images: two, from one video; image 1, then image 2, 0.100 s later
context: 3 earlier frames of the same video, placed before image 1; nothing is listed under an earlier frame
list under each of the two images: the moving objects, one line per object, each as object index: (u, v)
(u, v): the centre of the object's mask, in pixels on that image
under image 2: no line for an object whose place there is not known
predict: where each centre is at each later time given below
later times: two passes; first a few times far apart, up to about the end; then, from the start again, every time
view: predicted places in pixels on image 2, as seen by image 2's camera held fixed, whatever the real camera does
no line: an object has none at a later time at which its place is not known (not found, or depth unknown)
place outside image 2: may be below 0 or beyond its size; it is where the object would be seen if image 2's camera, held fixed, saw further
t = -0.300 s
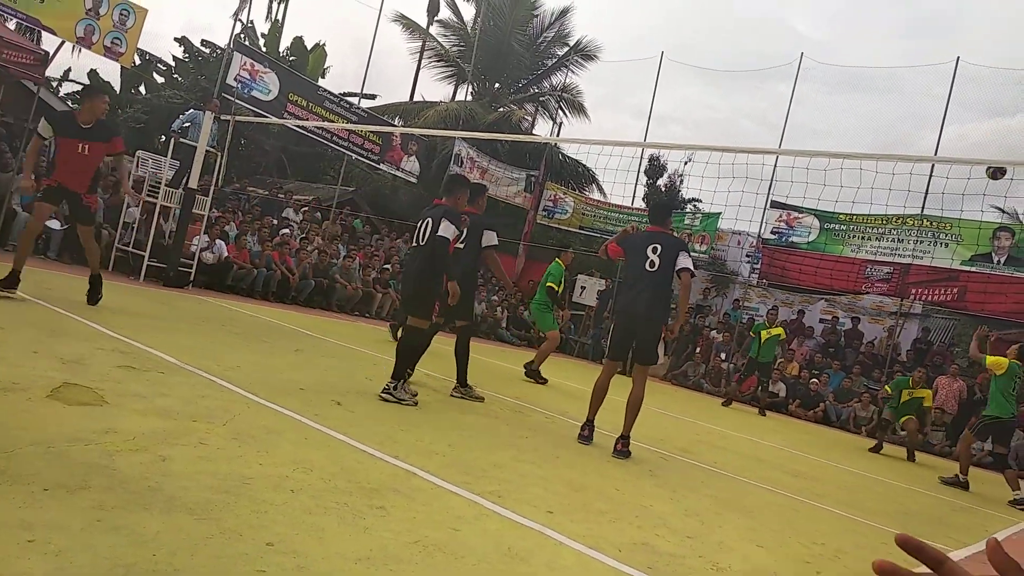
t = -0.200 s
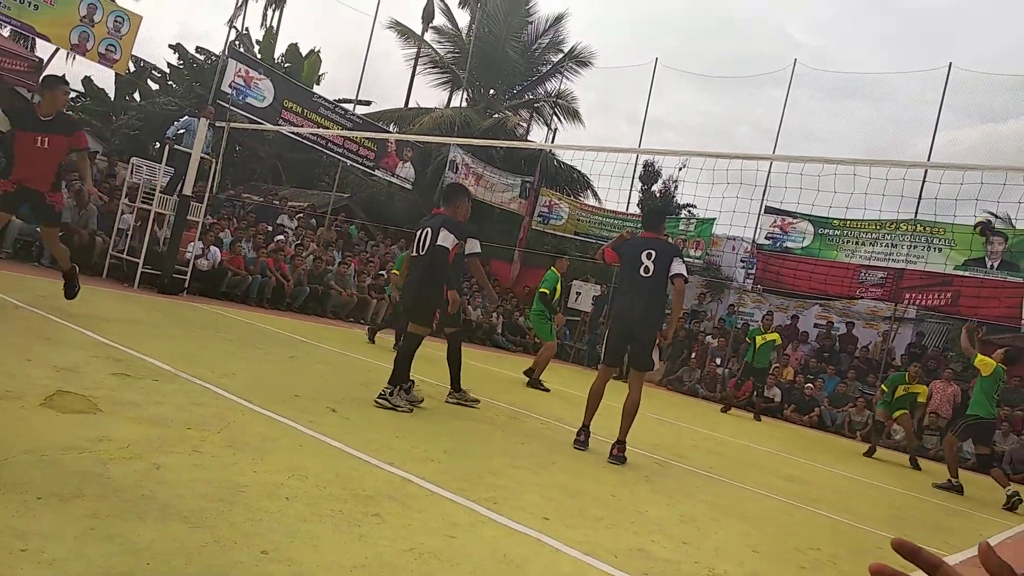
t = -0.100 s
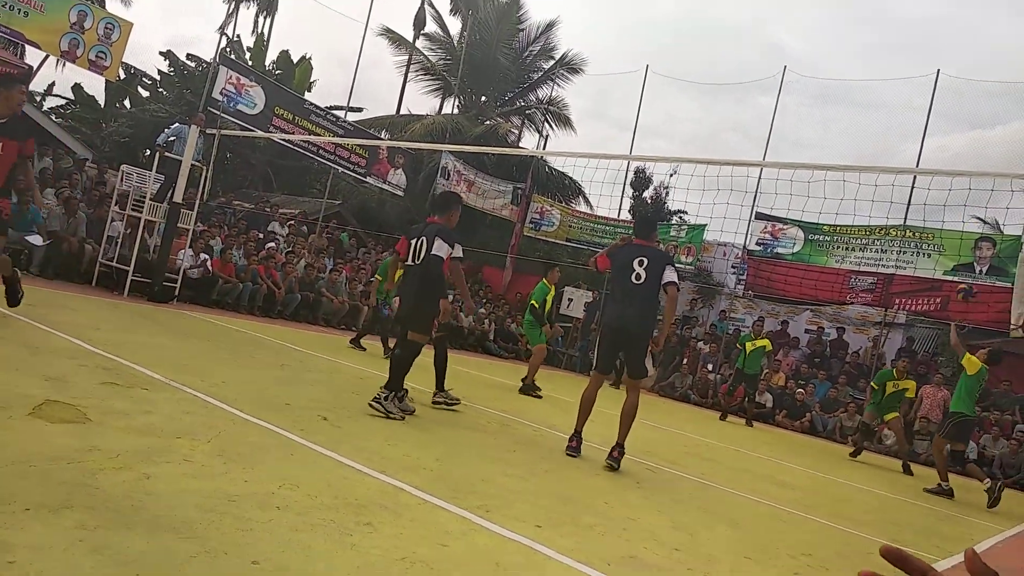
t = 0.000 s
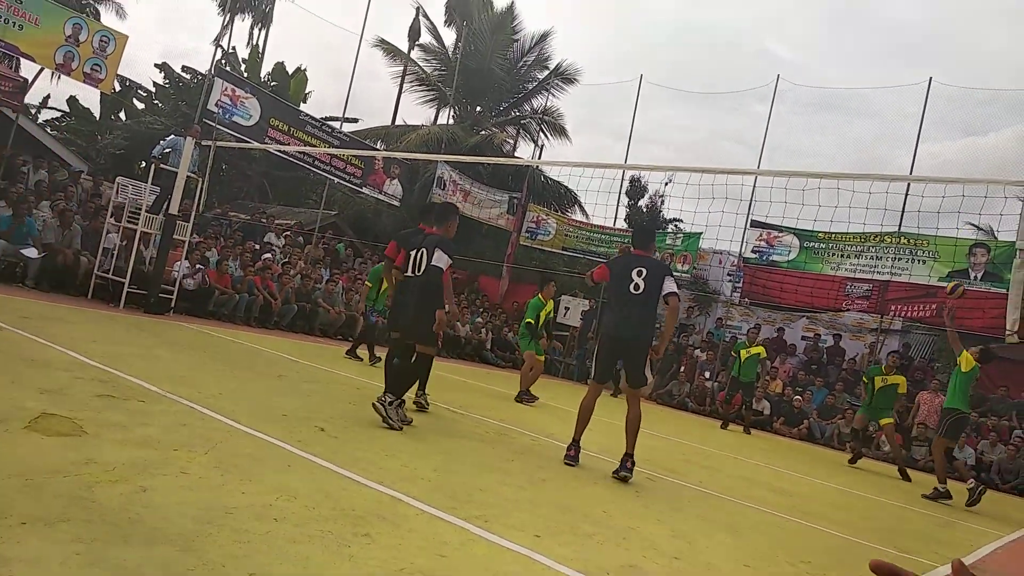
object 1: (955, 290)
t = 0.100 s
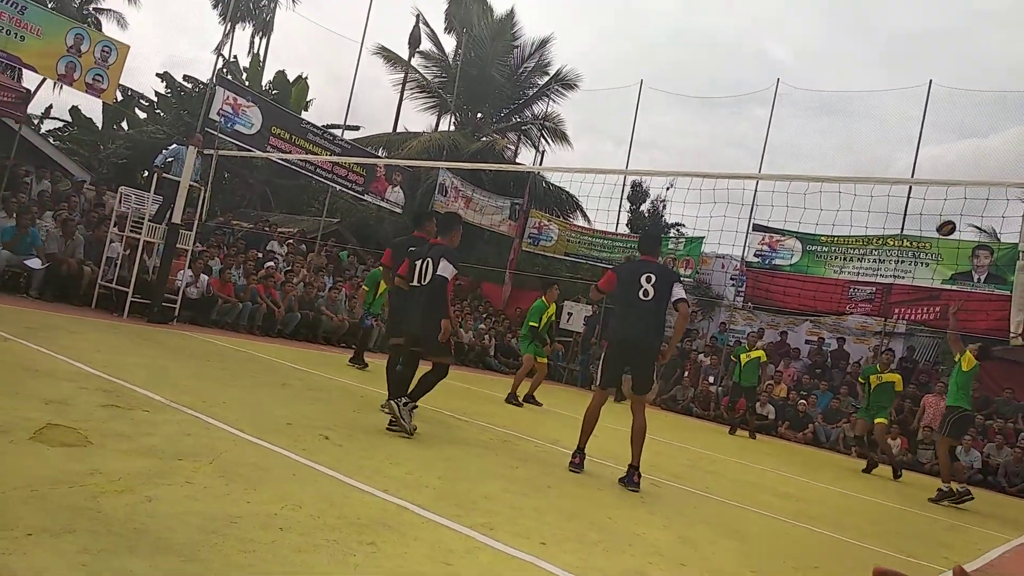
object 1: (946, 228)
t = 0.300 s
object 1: (919, 130)
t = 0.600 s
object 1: (873, 54)
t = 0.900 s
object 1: (820, 47)
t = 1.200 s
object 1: (759, 102)
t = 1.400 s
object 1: (715, 168)
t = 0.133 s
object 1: (941, 208)
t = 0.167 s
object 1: (937, 192)
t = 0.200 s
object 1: (932, 172)
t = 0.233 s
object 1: (927, 158)
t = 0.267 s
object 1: (923, 144)
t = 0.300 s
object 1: (919, 130)
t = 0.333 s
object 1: (914, 118)
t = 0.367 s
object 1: (910, 107)
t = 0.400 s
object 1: (905, 96)
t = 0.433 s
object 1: (900, 87)
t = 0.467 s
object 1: (895, 78)
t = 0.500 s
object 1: (890, 71)
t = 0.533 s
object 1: (884, 64)
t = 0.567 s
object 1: (879, 58)
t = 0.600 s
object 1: (873, 54)
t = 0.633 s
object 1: (868, 49)
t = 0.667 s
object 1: (862, 46)
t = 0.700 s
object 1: (856, 44)
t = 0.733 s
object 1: (850, 42)
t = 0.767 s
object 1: (844, 41)
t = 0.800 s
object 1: (838, 42)
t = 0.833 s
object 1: (832, 42)
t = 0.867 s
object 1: (827, 44)
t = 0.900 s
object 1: (820, 47)
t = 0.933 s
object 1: (814, 50)
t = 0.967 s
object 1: (808, 54)
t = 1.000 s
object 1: (801, 59)
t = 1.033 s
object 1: (794, 64)
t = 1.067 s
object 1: (787, 70)
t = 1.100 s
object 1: (780, 77)
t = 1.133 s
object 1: (773, 85)
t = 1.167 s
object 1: (766, 93)
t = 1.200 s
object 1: (759, 102)
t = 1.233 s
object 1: (752, 112)
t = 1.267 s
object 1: (744, 122)
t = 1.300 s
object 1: (737, 133)
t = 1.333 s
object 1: (729, 145)
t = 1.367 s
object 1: (722, 157)
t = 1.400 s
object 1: (715, 168)
